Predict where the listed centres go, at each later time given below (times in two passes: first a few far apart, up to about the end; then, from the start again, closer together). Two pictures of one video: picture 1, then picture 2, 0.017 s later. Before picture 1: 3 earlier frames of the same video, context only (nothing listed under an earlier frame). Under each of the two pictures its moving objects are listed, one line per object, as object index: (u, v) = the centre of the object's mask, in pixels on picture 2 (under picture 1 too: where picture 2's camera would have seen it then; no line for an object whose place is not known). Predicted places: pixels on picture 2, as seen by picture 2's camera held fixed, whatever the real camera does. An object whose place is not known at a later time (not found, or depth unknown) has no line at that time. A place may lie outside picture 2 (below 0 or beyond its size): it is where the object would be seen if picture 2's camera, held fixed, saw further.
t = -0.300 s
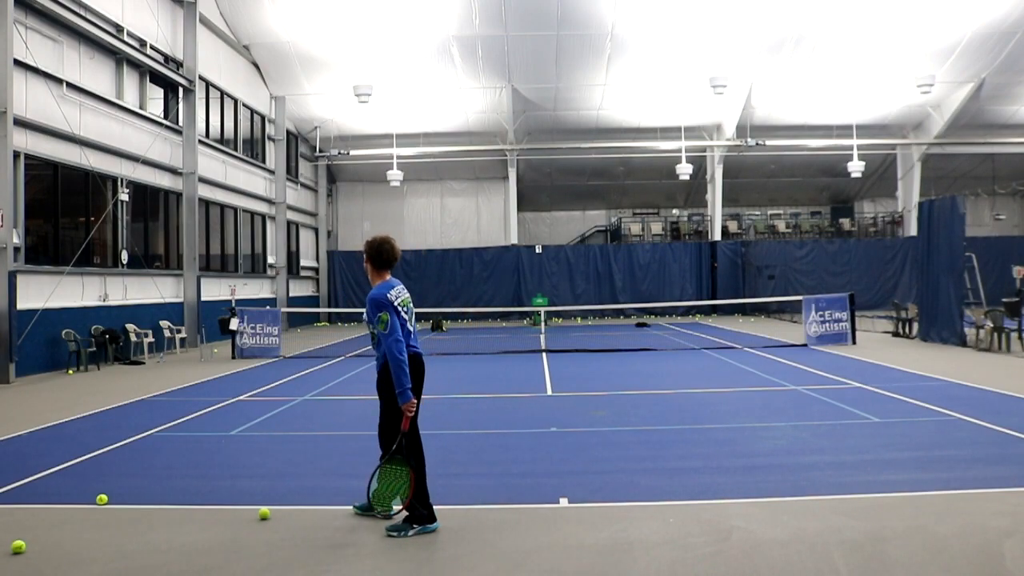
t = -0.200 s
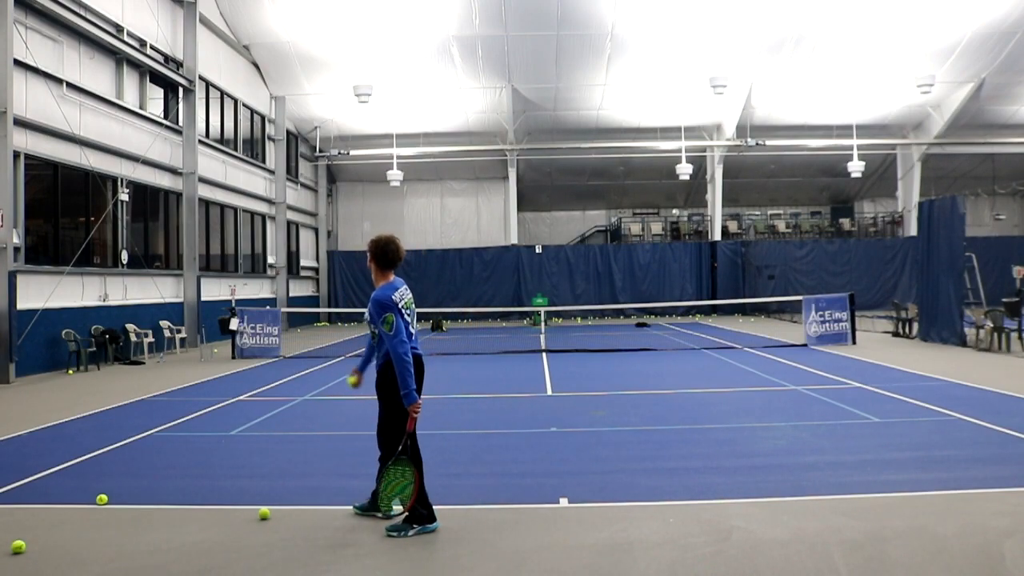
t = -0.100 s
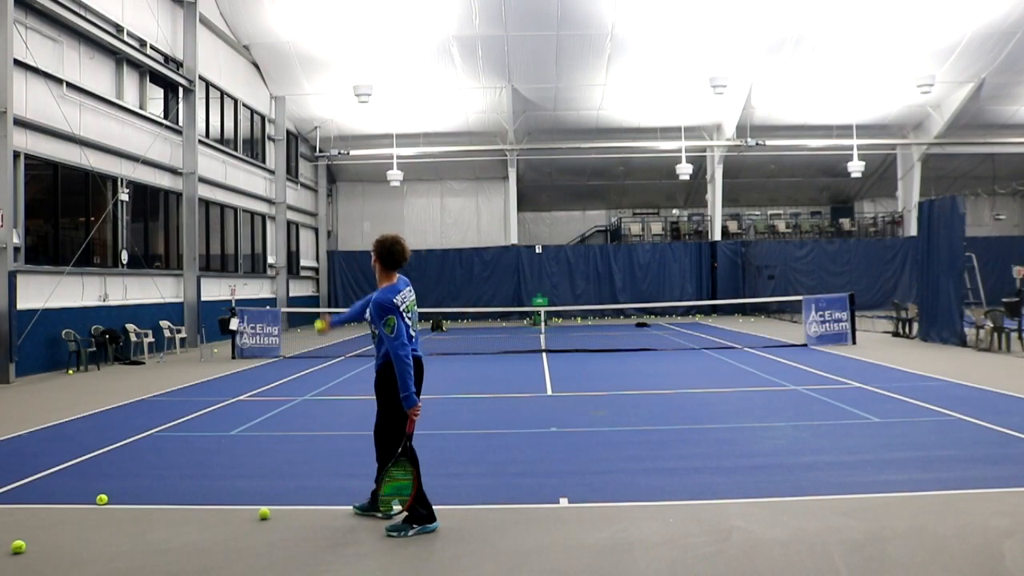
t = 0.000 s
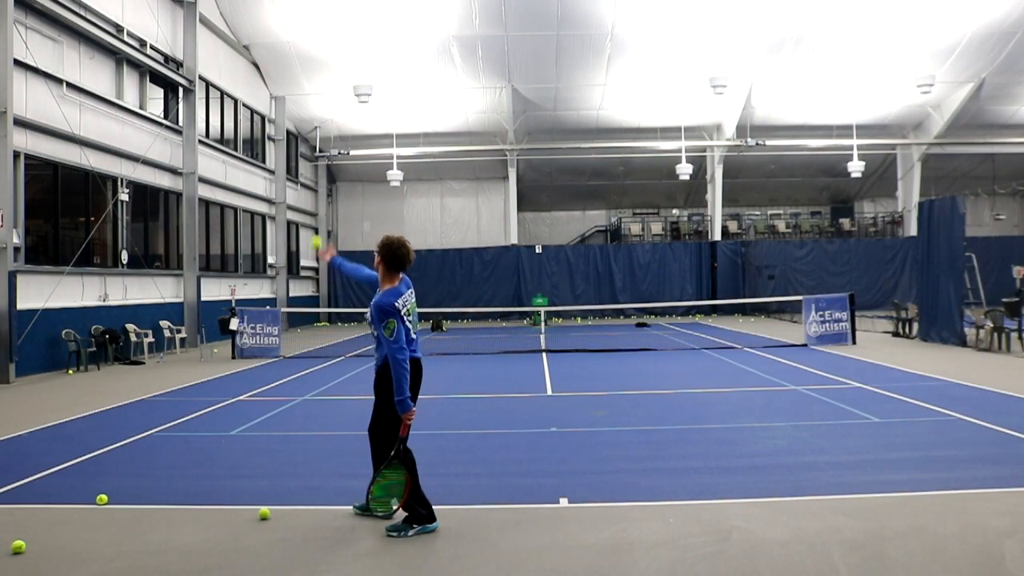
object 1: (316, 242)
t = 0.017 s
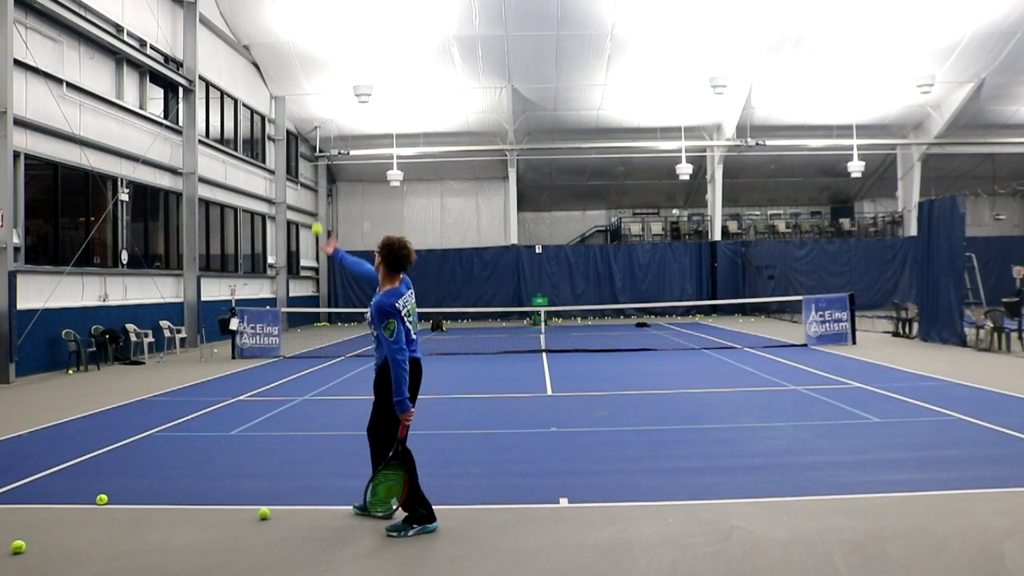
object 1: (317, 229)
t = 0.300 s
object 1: (327, 72)
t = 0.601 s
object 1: (339, 34)
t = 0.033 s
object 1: (317, 216)
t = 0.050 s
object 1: (318, 204)
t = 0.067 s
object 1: (319, 192)
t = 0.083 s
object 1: (319, 180)
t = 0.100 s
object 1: (320, 170)
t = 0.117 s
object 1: (320, 159)
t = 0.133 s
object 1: (321, 149)
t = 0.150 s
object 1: (321, 140)
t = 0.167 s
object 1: (321, 130)
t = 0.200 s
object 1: (323, 114)
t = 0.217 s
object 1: (324, 106)
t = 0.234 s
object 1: (324, 98)
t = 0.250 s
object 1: (325, 91)
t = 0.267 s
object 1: (325, 84)
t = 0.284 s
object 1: (326, 77)
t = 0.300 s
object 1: (327, 72)
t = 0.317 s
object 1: (327, 66)
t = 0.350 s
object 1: (329, 57)
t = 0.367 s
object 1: (329, 53)
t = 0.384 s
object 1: (330, 49)
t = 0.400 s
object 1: (331, 45)
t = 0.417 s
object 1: (331, 42)
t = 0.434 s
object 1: (332, 39)
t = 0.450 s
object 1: (333, 37)
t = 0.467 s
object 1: (333, 35)
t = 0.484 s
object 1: (334, 34)
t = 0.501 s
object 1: (335, 32)
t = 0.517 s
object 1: (335, 32)
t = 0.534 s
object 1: (336, 32)
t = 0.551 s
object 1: (337, 32)
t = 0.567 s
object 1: (337, 32)
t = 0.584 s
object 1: (338, 33)
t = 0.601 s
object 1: (339, 34)
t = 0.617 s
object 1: (339, 36)
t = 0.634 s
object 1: (340, 38)
